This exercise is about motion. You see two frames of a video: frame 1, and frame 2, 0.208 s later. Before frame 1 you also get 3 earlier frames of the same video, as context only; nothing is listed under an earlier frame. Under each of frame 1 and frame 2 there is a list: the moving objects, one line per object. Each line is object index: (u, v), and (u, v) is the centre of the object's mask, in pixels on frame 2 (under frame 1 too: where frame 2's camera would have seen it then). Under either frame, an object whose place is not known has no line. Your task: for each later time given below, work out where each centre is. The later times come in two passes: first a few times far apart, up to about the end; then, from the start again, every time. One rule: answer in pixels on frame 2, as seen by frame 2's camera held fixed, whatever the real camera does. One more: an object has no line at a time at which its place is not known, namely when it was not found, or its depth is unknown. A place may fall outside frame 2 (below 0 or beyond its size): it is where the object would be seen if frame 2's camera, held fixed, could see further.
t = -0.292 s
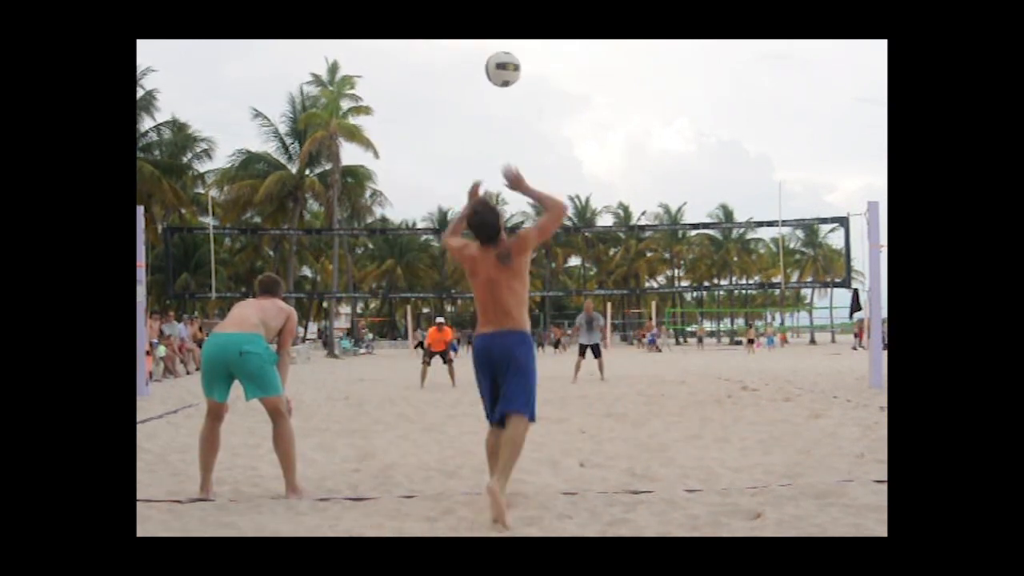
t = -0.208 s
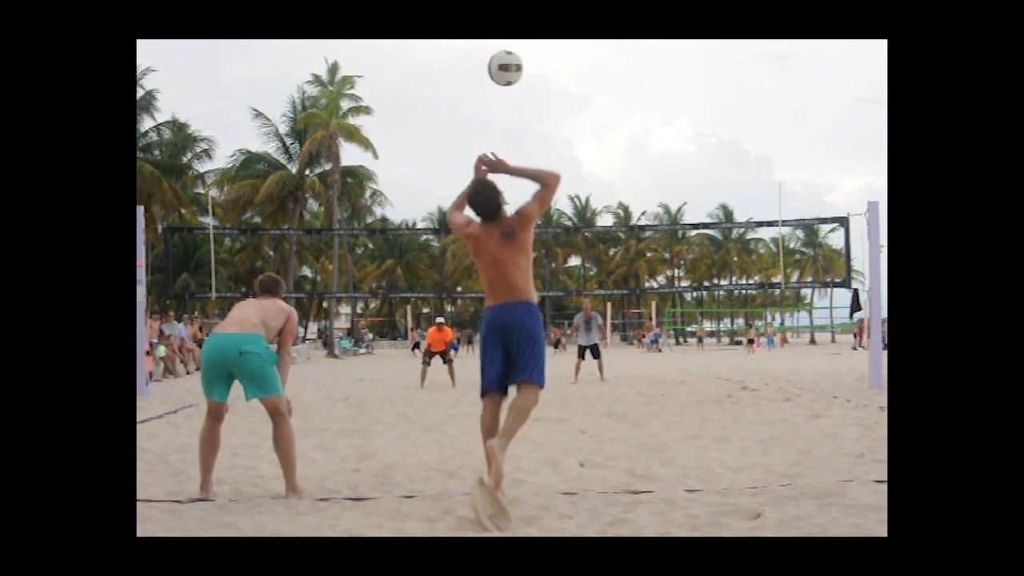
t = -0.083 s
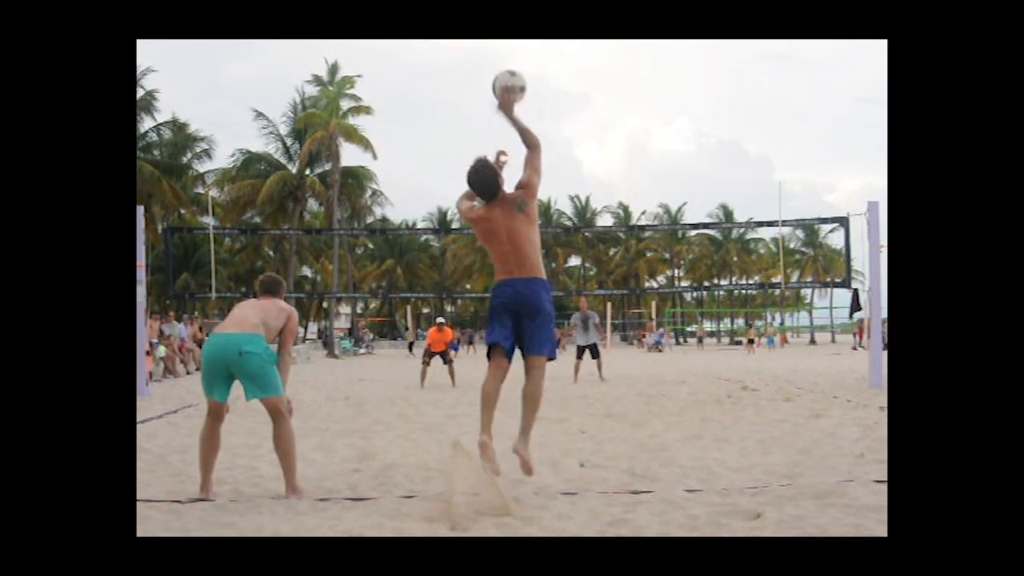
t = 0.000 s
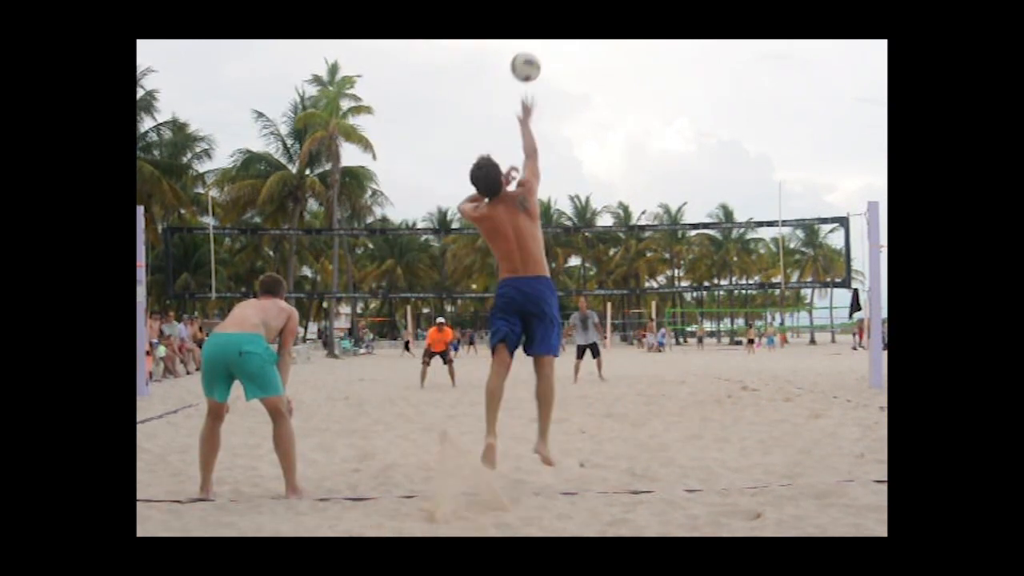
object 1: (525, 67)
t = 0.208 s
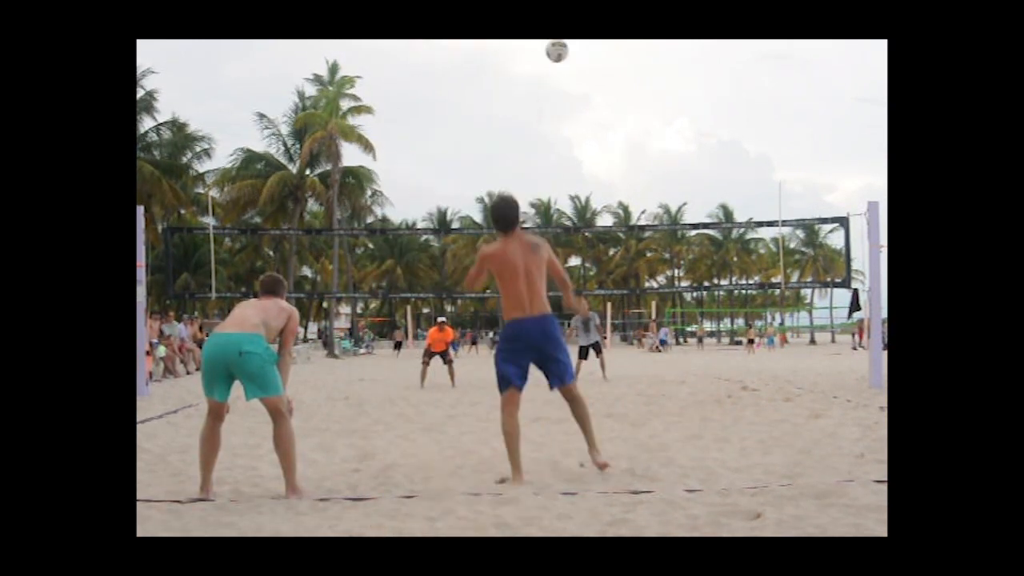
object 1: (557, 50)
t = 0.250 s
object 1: (561, 52)
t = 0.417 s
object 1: (576, 74)
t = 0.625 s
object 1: (589, 121)
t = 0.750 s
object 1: (597, 157)
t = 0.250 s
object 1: (561, 52)
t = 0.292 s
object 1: (565, 56)
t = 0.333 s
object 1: (569, 61)
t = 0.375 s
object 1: (573, 67)
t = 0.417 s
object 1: (576, 74)
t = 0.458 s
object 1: (579, 82)
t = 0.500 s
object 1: (582, 91)
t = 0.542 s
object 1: (584, 100)
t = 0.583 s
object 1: (587, 110)
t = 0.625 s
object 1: (589, 121)
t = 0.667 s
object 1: (592, 133)
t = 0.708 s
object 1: (594, 144)
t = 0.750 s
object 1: (597, 157)
